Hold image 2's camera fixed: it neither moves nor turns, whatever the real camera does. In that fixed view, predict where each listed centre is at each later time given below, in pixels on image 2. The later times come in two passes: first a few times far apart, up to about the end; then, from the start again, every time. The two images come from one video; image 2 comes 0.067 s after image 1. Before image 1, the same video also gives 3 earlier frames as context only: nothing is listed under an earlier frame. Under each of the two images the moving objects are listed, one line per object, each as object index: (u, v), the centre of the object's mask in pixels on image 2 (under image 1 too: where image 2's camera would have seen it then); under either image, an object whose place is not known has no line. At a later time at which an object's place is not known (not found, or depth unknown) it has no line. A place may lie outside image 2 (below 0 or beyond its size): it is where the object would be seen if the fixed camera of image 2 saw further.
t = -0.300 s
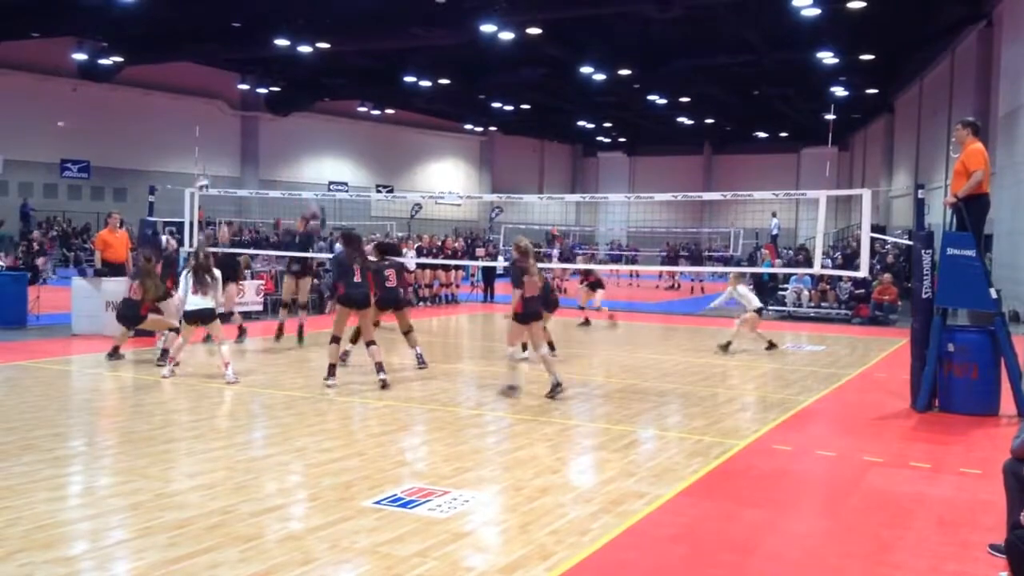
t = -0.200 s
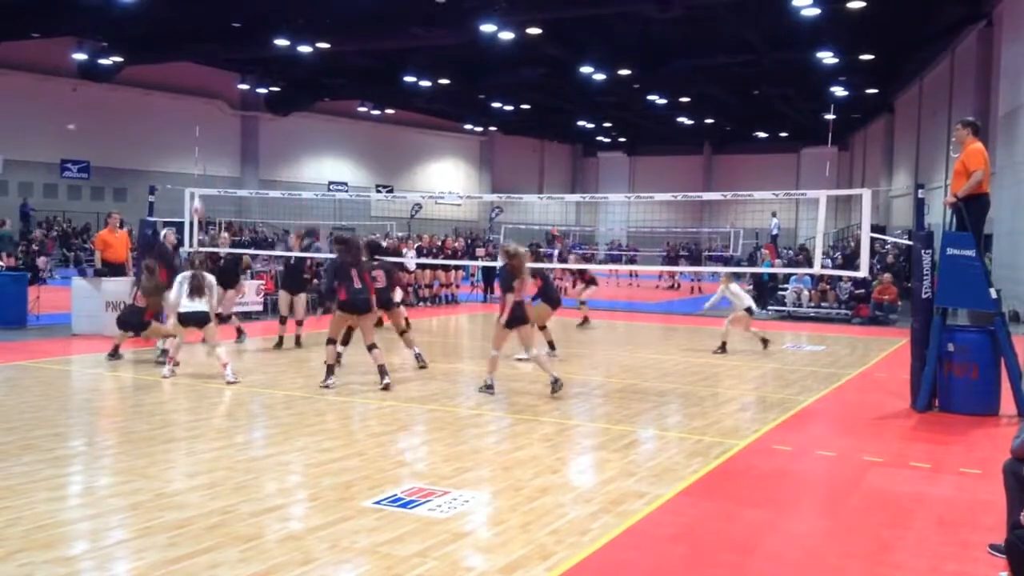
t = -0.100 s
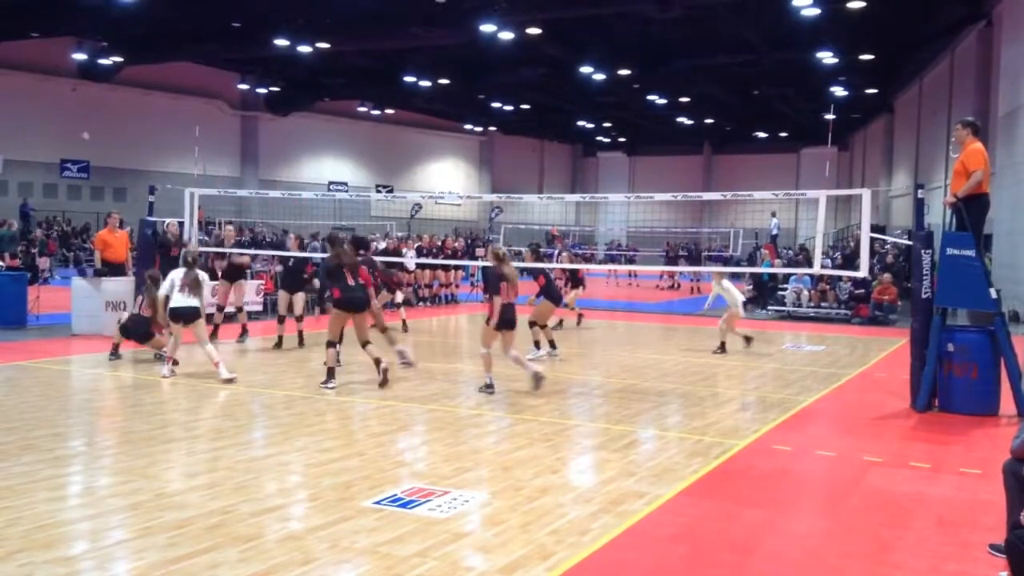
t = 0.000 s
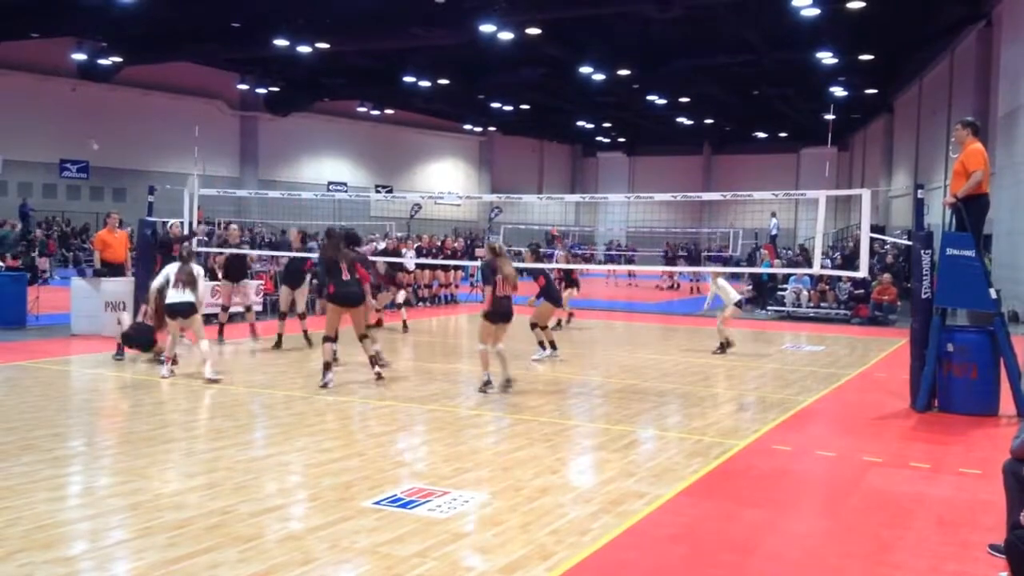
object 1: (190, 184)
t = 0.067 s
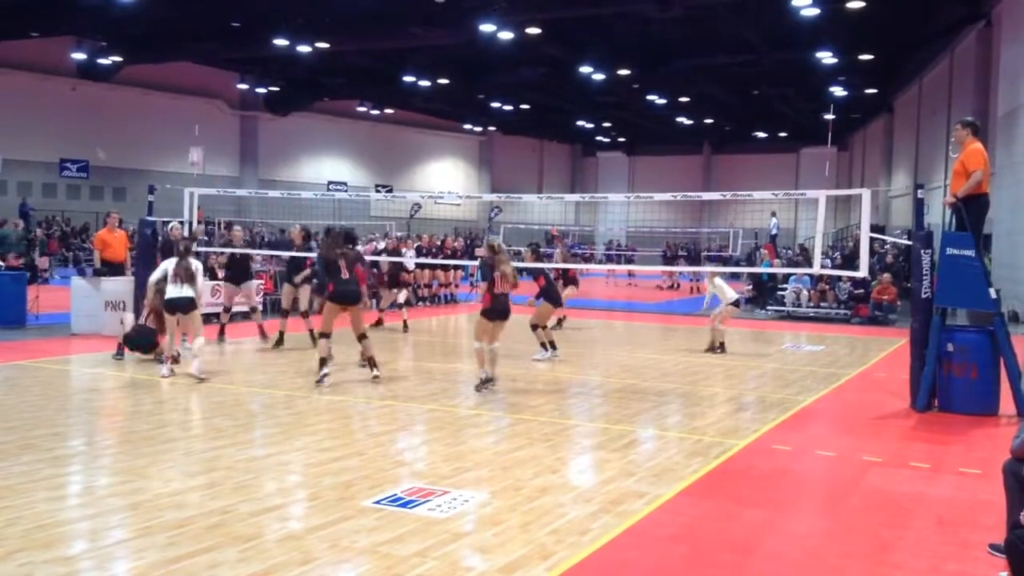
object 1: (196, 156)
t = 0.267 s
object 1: (202, 90)
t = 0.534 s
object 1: (210, 46)
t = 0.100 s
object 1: (196, 143)
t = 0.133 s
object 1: (197, 131)
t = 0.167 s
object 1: (199, 120)
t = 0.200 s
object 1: (200, 109)
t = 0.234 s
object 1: (201, 100)
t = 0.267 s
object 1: (202, 90)
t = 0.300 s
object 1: (203, 82)
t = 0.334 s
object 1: (204, 75)
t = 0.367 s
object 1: (206, 68)
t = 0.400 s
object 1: (206, 62)
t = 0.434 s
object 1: (207, 57)
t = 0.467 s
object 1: (208, 53)
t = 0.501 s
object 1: (209, 49)
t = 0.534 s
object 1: (210, 46)
